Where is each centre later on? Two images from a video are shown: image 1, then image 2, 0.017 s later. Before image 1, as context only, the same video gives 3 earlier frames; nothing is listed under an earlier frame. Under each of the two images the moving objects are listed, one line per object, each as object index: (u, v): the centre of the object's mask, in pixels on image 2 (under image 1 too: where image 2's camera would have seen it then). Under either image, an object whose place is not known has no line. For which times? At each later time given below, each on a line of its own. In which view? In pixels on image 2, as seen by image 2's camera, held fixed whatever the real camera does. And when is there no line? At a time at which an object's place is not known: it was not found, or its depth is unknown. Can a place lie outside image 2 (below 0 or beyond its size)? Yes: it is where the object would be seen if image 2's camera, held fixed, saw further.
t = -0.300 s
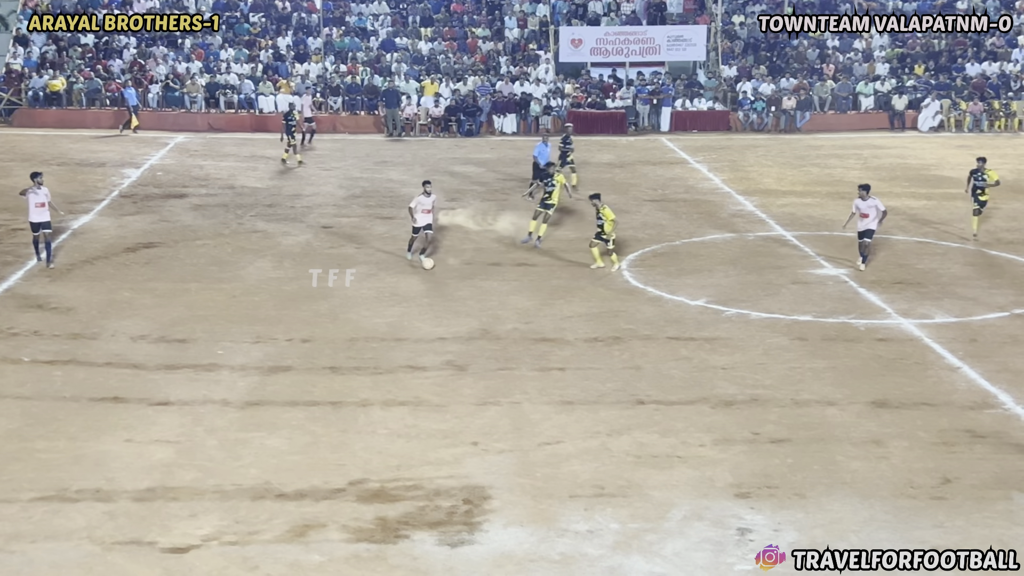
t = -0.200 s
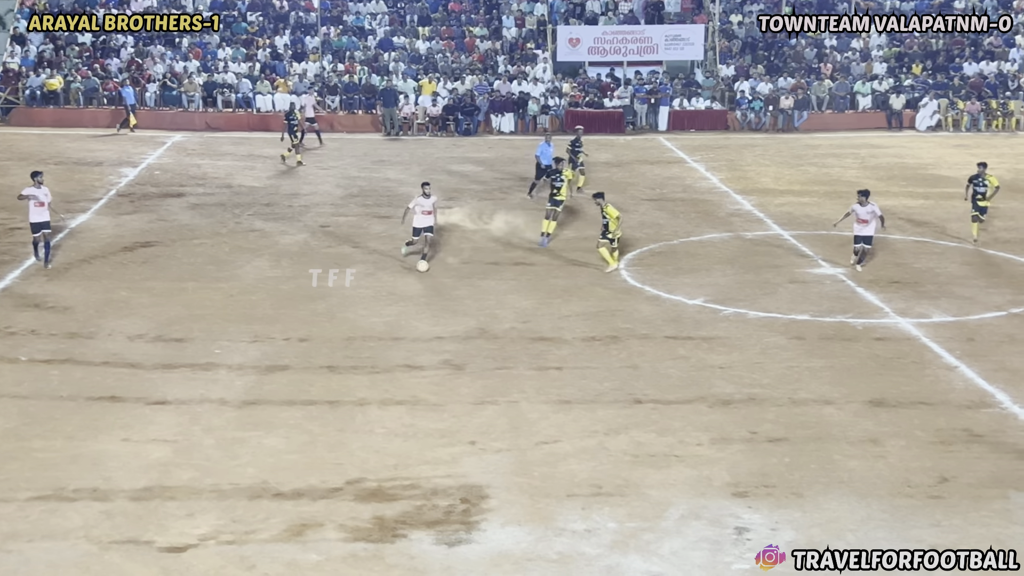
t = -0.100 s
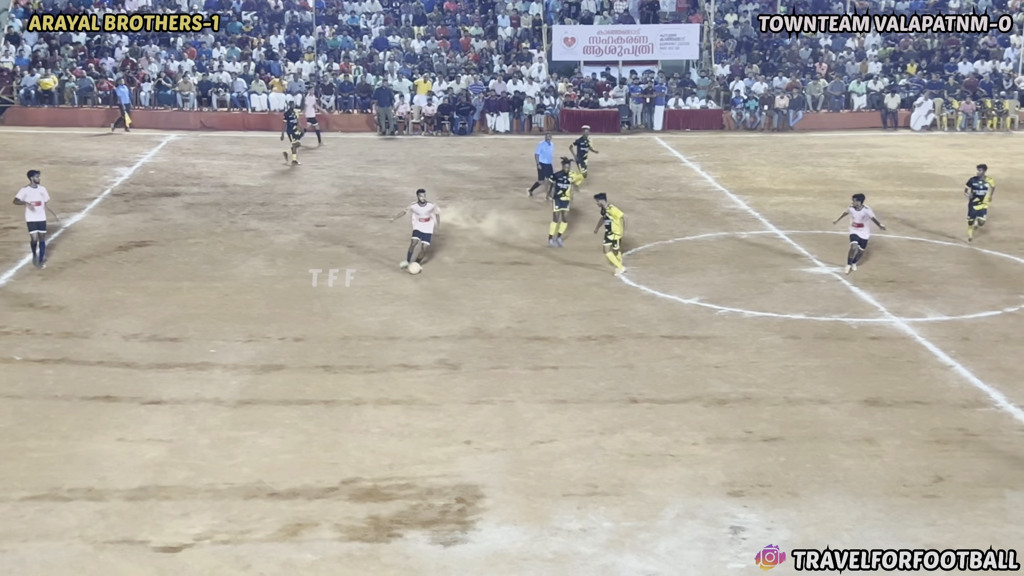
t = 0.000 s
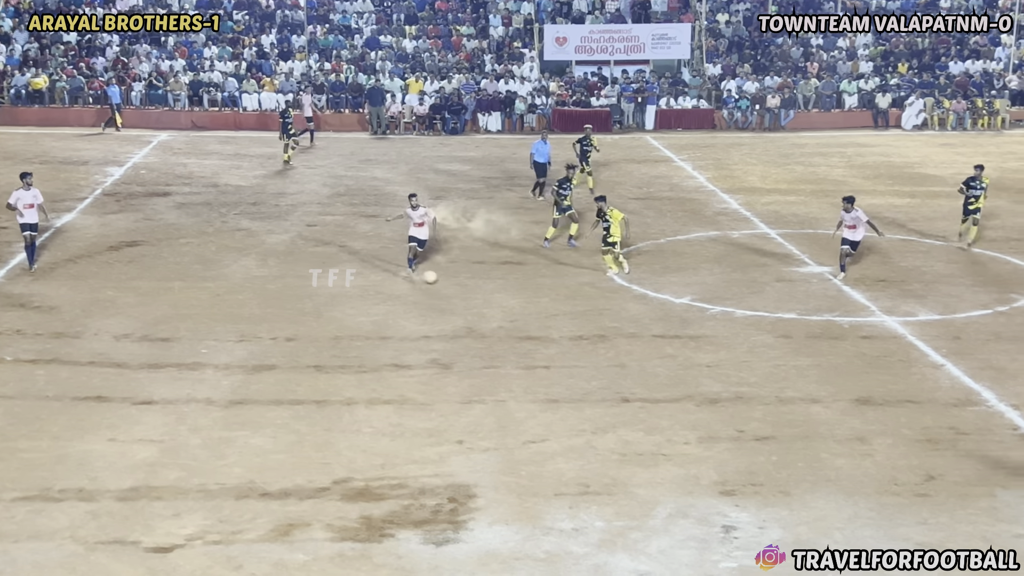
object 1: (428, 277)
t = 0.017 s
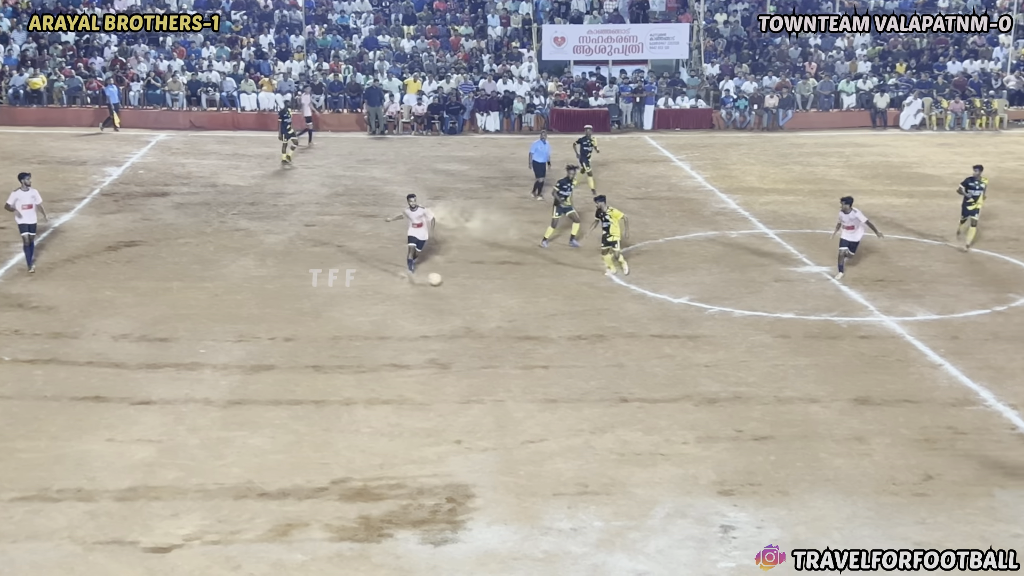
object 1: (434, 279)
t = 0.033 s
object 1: (441, 281)
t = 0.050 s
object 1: (446, 284)
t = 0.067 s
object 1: (453, 286)
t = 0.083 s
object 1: (459, 289)
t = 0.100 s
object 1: (466, 292)
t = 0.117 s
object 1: (472, 295)
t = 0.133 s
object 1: (479, 298)
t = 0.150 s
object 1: (486, 302)
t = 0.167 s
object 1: (493, 305)
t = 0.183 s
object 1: (500, 309)
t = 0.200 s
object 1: (508, 313)
